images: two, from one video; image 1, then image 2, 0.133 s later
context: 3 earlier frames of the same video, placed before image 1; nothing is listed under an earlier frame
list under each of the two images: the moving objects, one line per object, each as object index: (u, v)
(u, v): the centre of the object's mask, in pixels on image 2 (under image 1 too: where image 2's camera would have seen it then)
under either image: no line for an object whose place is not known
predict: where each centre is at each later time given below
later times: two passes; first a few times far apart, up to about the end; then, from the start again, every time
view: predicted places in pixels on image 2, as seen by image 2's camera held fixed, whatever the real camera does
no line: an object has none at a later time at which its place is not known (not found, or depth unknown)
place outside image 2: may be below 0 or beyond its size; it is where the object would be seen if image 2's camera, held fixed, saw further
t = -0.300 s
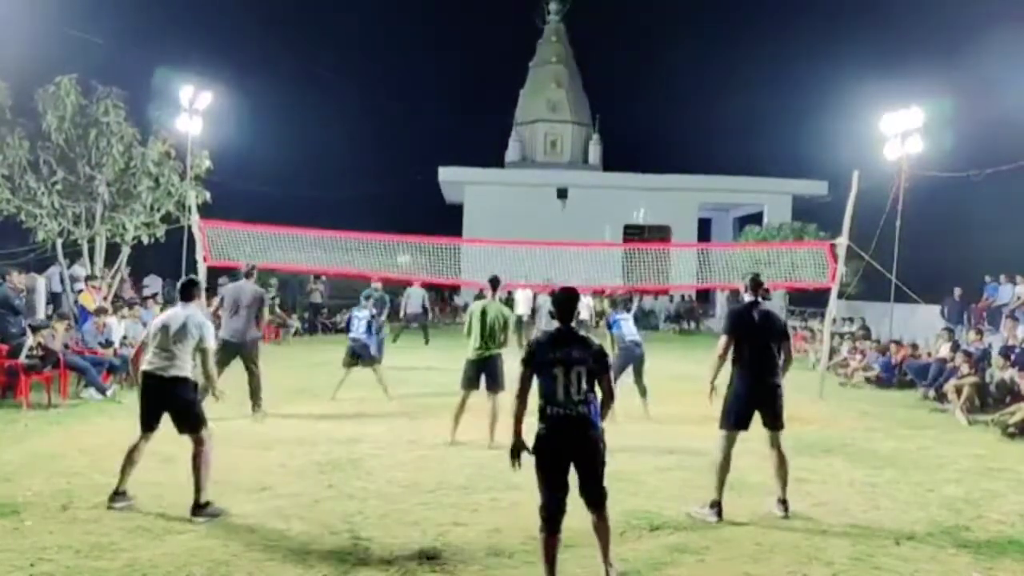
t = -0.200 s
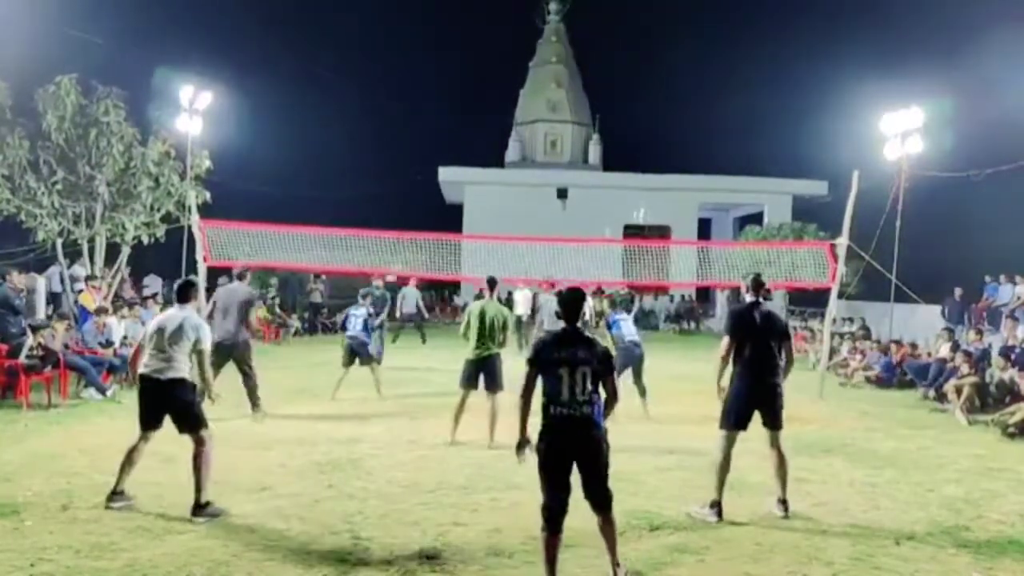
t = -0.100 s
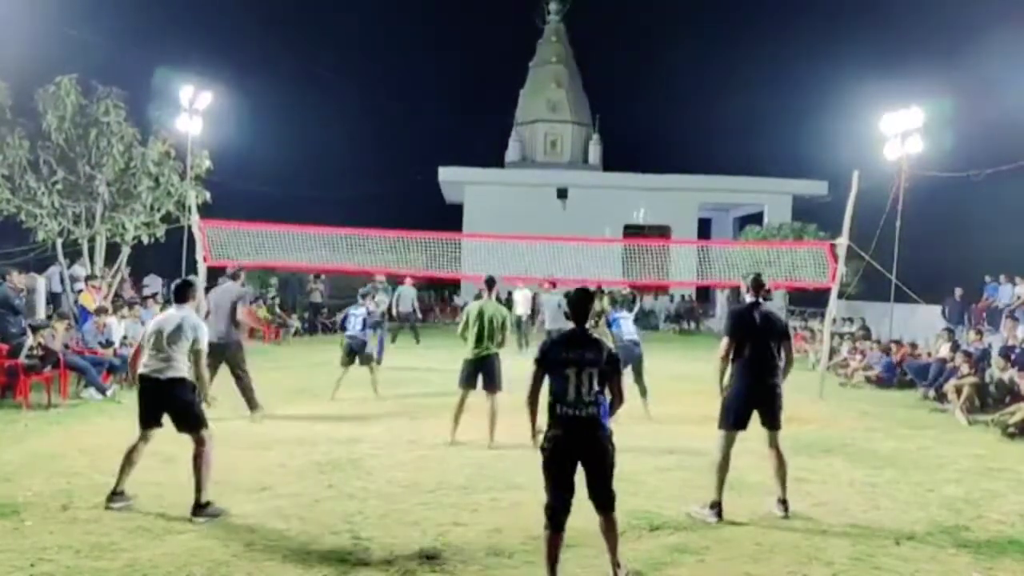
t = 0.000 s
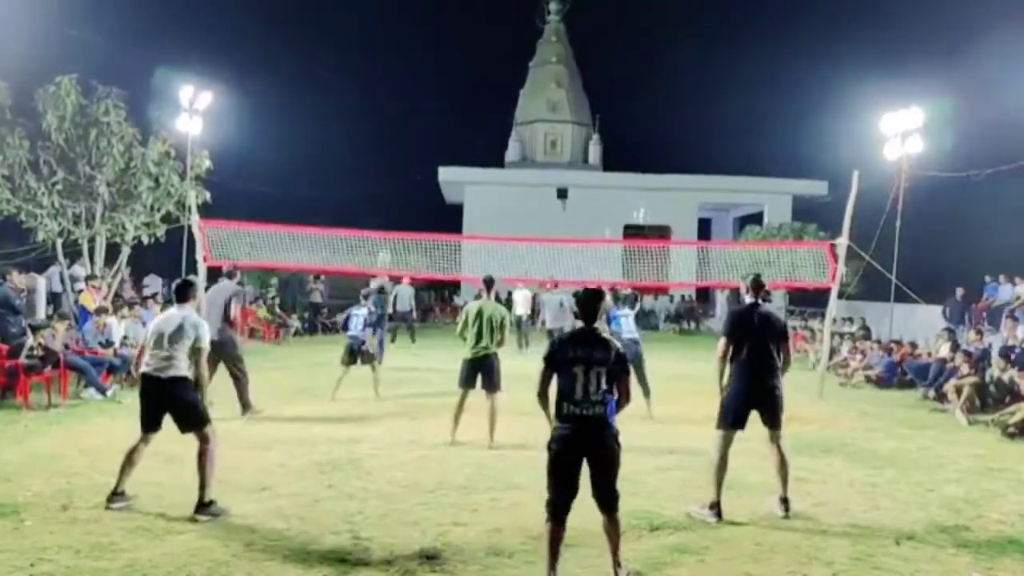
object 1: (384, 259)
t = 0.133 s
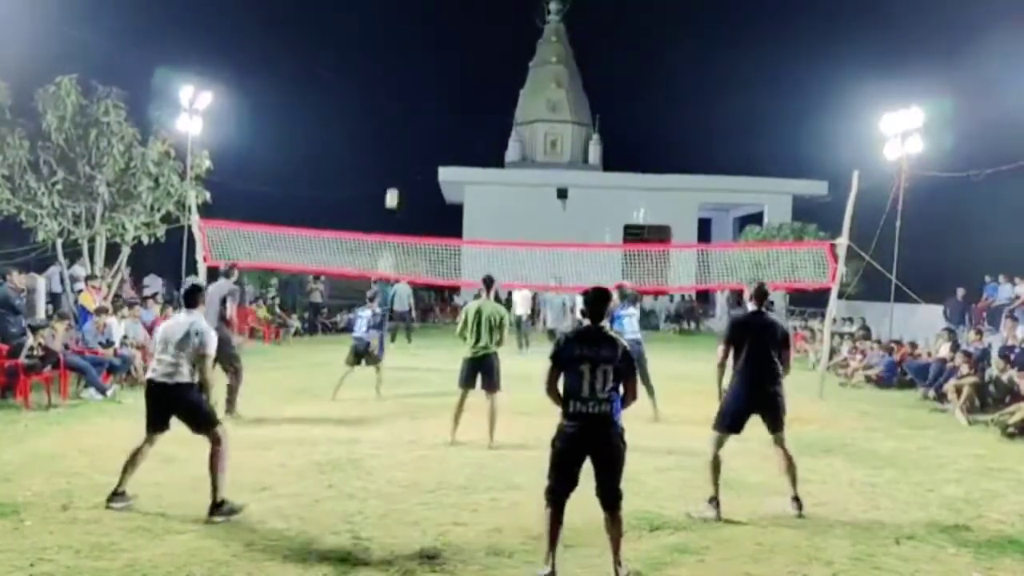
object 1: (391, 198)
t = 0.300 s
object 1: (401, 127)
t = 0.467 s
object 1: (411, 65)
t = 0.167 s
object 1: (393, 183)
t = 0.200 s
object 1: (395, 169)
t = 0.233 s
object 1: (397, 155)
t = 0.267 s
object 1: (399, 141)
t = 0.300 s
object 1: (401, 127)
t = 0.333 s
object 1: (403, 114)
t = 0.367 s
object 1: (405, 101)
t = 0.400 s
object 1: (407, 89)
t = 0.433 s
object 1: (409, 77)
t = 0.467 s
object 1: (411, 65)
